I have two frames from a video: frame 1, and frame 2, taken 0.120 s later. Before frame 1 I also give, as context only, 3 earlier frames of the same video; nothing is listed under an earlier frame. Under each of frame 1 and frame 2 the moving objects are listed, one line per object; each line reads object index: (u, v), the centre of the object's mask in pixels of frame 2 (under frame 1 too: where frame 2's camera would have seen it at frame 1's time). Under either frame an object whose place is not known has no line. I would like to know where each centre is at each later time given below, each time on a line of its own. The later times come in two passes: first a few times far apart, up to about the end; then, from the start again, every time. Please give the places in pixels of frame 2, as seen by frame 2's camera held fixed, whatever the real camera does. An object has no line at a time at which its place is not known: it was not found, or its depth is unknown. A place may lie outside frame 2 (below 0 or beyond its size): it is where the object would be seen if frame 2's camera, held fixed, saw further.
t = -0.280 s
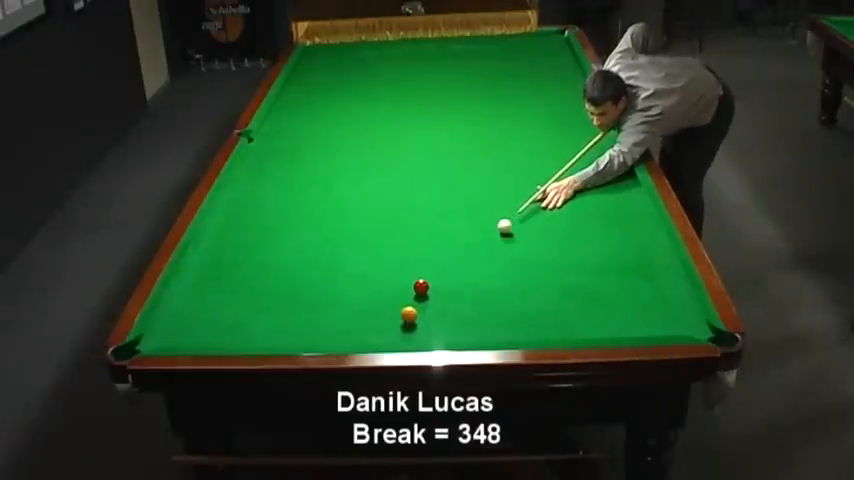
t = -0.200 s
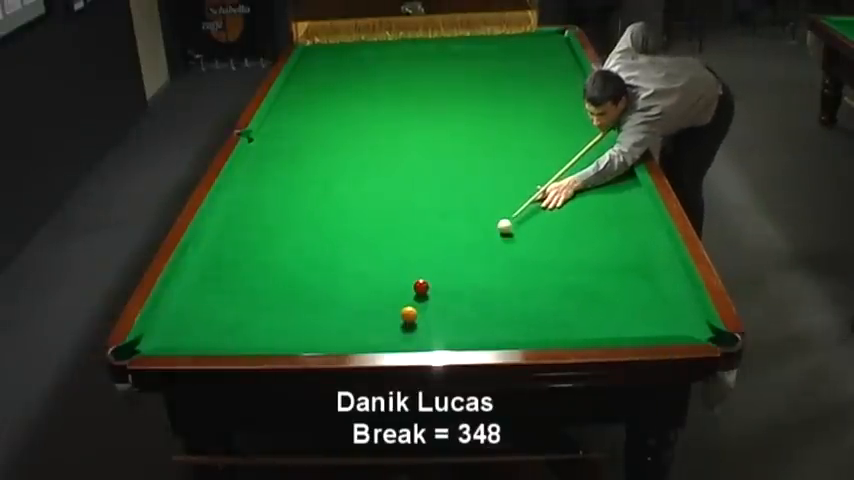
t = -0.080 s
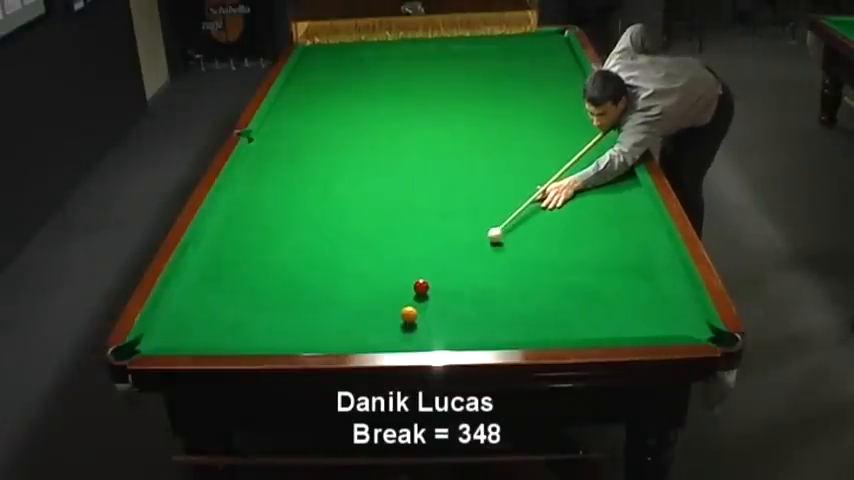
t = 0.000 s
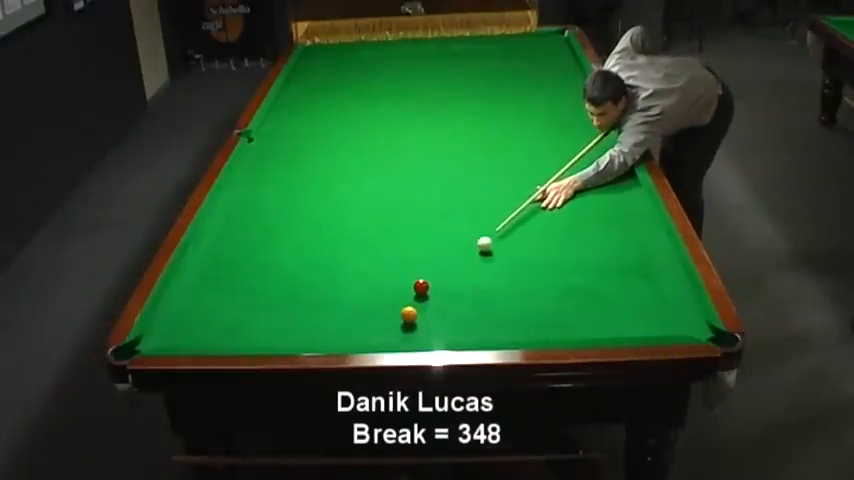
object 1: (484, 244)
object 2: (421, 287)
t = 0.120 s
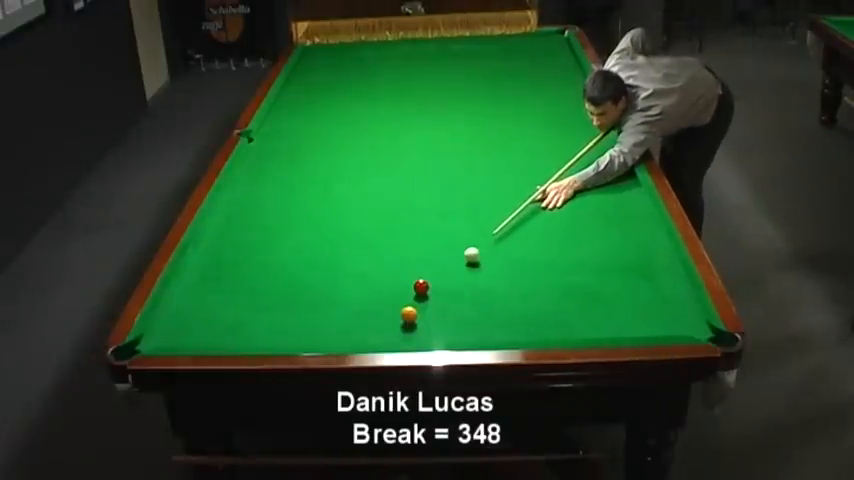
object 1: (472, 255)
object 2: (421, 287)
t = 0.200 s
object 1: (463, 262)
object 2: (421, 287)
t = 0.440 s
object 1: (437, 283)
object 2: (420, 287)
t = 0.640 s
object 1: (436, 297)
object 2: (401, 292)
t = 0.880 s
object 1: (433, 313)
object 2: (380, 297)
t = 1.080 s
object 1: (431, 327)
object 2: (363, 301)
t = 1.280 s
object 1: (428, 336)
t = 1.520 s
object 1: (419, 332)
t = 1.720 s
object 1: (412, 326)
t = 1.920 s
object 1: (407, 323)
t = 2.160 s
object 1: (404, 322)
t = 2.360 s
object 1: (402, 322)
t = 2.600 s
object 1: (402, 322)
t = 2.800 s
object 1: (402, 322)
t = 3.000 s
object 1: (402, 322)
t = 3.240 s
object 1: (402, 322)
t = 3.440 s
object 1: (402, 322)
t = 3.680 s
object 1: (402, 322)
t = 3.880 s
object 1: (402, 322)
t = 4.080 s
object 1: (402, 322)
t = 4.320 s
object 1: (402, 323)
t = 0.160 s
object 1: (467, 258)
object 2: (421, 287)
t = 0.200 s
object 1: (463, 262)
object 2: (421, 287)
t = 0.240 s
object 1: (459, 265)
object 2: (421, 287)
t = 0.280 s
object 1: (454, 269)
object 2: (421, 287)
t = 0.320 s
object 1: (450, 272)
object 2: (421, 287)
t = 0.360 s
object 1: (446, 276)
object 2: (421, 287)
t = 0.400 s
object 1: (441, 280)
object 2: (421, 287)
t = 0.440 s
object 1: (437, 283)
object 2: (420, 287)
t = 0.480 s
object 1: (437, 286)
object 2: (416, 288)
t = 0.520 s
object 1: (437, 289)
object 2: (413, 289)
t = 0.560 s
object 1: (436, 292)
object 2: (409, 290)
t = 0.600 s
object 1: (436, 294)
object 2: (405, 291)
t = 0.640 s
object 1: (436, 297)
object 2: (401, 292)
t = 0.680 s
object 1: (435, 300)
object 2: (398, 293)
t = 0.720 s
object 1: (435, 303)
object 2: (394, 294)
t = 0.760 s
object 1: (435, 305)
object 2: (391, 295)
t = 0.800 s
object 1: (434, 308)
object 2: (387, 295)
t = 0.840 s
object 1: (434, 311)
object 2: (384, 296)
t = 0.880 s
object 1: (433, 313)
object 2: (380, 297)
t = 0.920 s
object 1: (433, 316)
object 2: (377, 298)
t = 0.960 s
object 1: (433, 319)
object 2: (373, 298)
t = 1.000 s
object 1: (432, 322)
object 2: (370, 299)
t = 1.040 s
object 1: (432, 324)
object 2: (367, 300)
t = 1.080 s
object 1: (431, 327)
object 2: (363, 301)
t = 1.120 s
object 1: (431, 329)
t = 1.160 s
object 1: (431, 331)
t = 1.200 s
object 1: (430, 333)
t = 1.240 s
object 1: (430, 335)
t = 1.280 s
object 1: (428, 336)
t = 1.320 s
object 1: (427, 336)
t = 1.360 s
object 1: (425, 335)
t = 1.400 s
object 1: (424, 334)
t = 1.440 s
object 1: (422, 333)
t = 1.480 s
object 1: (421, 332)
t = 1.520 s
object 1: (419, 332)
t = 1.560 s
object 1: (418, 331)
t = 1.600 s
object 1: (416, 330)
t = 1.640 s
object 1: (414, 328)
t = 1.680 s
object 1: (413, 327)
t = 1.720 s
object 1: (412, 326)
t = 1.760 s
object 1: (410, 324)
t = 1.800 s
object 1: (410, 324)
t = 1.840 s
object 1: (409, 324)
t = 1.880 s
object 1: (408, 324)
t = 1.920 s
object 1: (407, 323)
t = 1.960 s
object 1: (407, 323)
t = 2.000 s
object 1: (406, 323)
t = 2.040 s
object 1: (406, 323)
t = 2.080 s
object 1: (405, 323)
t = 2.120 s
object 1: (405, 322)
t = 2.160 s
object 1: (404, 322)
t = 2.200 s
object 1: (404, 322)
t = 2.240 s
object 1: (403, 322)
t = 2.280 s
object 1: (403, 322)
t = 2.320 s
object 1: (402, 322)
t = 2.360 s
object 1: (402, 322)
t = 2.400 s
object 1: (402, 322)
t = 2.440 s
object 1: (402, 322)
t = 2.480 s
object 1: (402, 322)
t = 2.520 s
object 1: (402, 322)
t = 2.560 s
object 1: (402, 322)
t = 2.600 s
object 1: (402, 322)
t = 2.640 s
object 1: (402, 322)
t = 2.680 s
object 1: (402, 322)
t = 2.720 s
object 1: (402, 322)
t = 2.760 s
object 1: (402, 322)
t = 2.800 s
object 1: (402, 322)
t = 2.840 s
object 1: (402, 322)
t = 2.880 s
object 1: (402, 322)
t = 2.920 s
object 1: (402, 322)
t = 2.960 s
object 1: (402, 322)
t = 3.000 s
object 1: (402, 322)
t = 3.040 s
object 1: (402, 322)
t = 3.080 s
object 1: (402, 322)
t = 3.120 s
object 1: (402, 322)
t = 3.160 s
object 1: (402, 322)
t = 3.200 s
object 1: (402, 322)
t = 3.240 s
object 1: (402, 322)
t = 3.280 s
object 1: (402, 322)
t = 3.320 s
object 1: (402, 322)
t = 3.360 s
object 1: (402, 322)
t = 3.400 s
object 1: (402, 322)
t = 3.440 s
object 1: (402, 322)
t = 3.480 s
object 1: (402, 322)
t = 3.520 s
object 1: (402, 322)
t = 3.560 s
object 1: (402, 322)
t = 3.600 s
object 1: (402, 322)
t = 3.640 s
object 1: (402, 322)
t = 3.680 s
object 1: (402, 322)
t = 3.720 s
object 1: (402, 322)
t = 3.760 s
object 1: (402, 322)
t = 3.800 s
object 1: (402, 322)
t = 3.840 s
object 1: (402, 322)
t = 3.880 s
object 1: (402, 322)
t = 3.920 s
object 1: (402, 322)
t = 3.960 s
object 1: (402, 322)
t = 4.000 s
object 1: (402, 322)
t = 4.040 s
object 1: (402, 322)
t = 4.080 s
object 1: (402, 322)
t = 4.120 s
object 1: (402, 322)
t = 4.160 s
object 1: (402, 322)
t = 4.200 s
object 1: (402, 323)
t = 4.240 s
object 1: (402, 322)
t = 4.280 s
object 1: (402, 323)
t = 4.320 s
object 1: (402, 323)
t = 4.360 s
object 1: (402, 322)
